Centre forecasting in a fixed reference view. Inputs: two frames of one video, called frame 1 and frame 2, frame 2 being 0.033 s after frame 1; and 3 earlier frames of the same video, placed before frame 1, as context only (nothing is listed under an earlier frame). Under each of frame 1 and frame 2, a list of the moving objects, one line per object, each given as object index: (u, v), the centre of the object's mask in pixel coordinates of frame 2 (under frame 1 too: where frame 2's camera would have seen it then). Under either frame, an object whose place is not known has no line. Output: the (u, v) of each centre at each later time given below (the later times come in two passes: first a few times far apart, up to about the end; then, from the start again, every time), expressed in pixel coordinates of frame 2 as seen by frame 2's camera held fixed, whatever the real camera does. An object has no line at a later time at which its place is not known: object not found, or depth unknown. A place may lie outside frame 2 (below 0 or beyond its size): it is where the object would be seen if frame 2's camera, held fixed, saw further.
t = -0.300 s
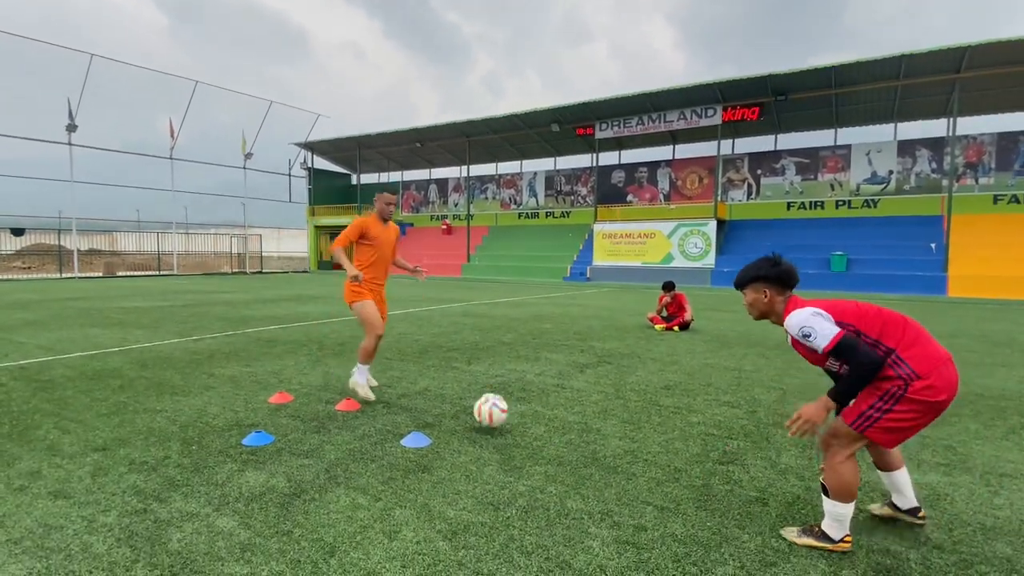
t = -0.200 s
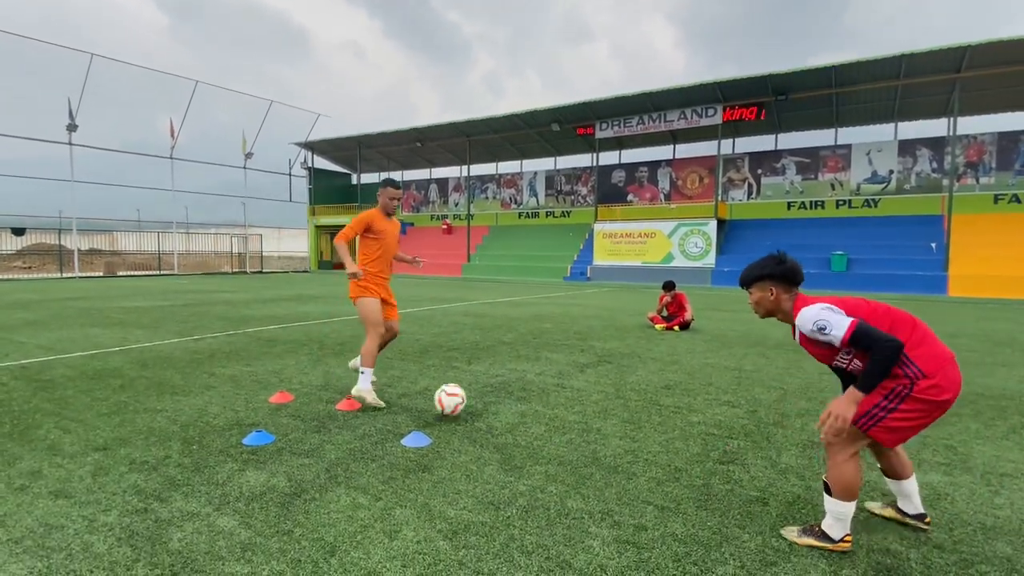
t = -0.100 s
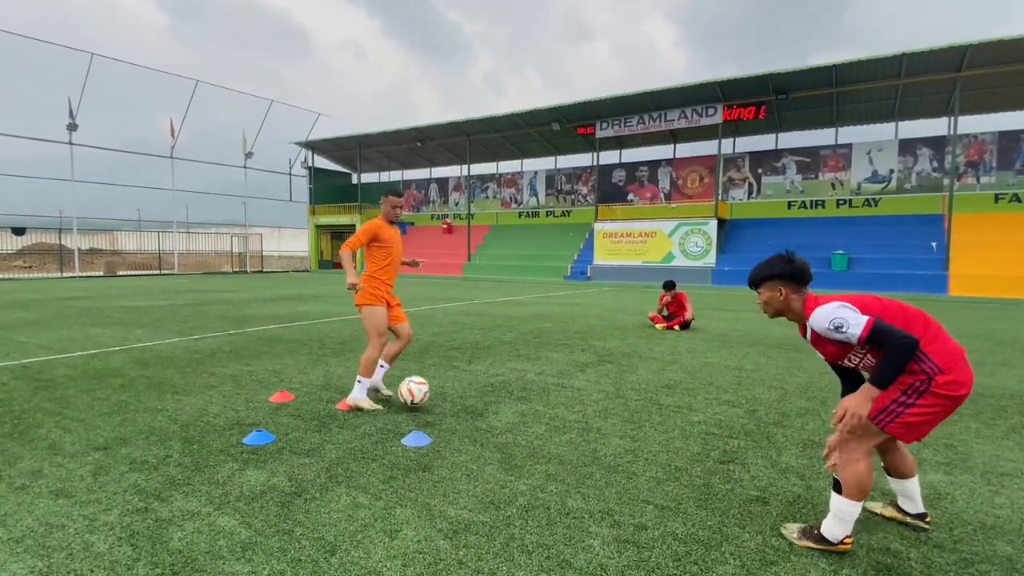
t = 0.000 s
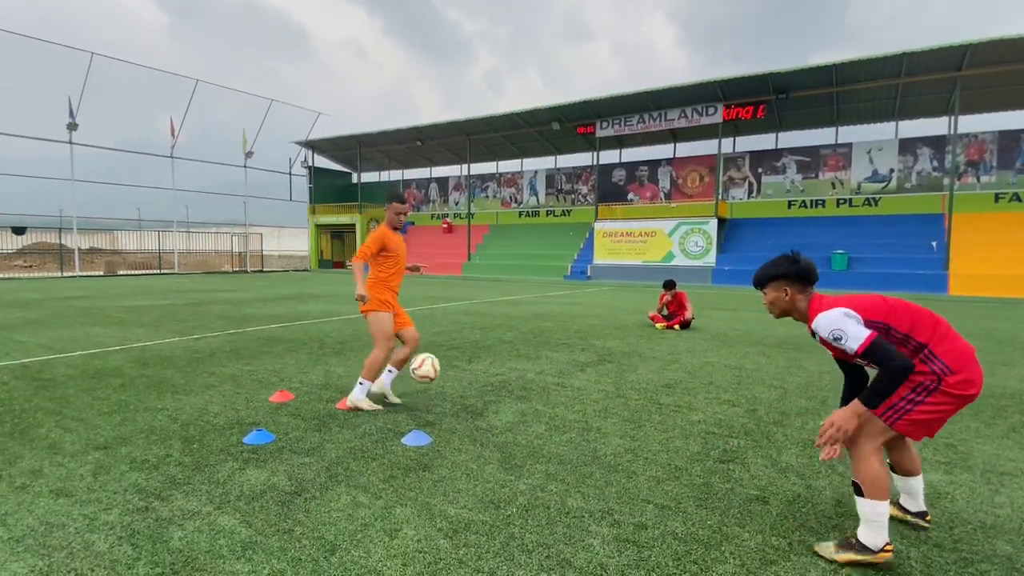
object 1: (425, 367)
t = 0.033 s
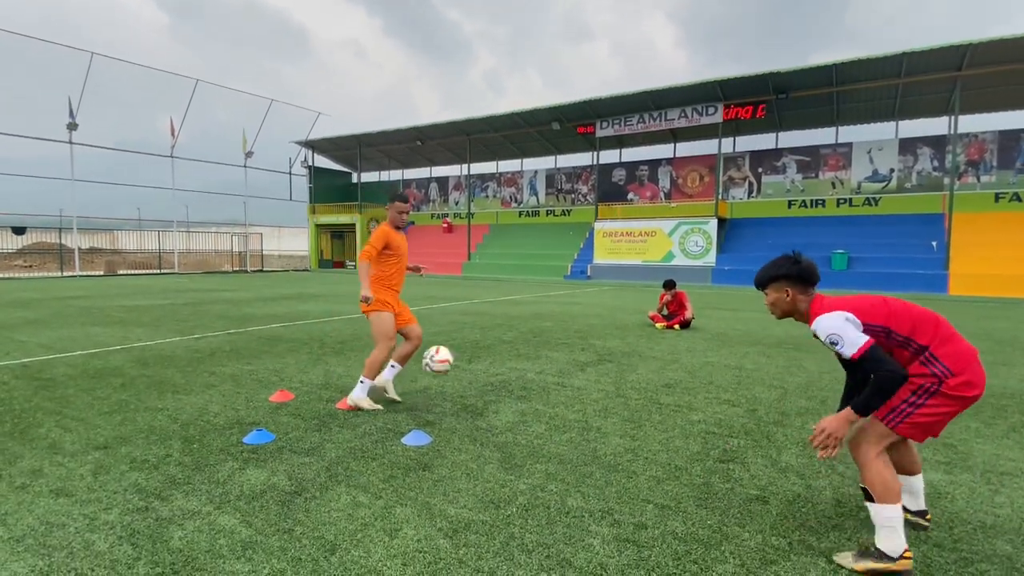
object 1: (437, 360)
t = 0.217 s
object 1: (513, 348)
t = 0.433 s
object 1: (609, 394)
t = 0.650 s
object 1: (662, 383)
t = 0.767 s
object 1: (682, 388)
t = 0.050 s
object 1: (444, 357)
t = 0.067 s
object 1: (451, 355)
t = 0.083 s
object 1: (457, 353)
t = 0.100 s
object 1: (464, 351)
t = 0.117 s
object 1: (471, 349)
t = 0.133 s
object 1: (478, 348)
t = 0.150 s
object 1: (485, 347)
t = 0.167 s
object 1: (491, 347)
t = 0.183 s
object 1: (499, 347)
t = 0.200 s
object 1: (506, 347)
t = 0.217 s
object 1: (513, 348)
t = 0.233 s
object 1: (521, 349)
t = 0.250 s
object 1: (528, 350)
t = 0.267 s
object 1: (536, 352)
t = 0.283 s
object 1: (543, 354)
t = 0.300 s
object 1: (550, 357)
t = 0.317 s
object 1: (558, 360)
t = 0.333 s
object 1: (565, 364)
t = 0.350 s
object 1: (572, 367)
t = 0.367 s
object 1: (579, 372)
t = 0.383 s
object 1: (587, 376)
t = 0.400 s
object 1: (594, 382)
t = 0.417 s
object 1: (602, 387)
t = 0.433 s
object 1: (609, 394)
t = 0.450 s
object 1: (617, 402)
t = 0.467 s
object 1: (625, 409)
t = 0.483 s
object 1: (632, 414)
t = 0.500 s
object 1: (635, 409)
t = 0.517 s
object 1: (637, 405)
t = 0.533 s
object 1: (641, 400)
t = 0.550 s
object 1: (644, 398)
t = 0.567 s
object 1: (647, 393)
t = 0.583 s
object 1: (650, 391)
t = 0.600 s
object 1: (653, 388)
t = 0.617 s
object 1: (656, 386)
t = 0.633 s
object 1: (659, 385)
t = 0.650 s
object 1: (662, 383)
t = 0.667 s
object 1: (665, 383)
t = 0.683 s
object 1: (668, 383)
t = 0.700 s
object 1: (671, 383)
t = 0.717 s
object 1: (674, 384)
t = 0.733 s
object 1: (676, 384)
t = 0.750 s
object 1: (679, 385)
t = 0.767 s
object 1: (682, 388)
